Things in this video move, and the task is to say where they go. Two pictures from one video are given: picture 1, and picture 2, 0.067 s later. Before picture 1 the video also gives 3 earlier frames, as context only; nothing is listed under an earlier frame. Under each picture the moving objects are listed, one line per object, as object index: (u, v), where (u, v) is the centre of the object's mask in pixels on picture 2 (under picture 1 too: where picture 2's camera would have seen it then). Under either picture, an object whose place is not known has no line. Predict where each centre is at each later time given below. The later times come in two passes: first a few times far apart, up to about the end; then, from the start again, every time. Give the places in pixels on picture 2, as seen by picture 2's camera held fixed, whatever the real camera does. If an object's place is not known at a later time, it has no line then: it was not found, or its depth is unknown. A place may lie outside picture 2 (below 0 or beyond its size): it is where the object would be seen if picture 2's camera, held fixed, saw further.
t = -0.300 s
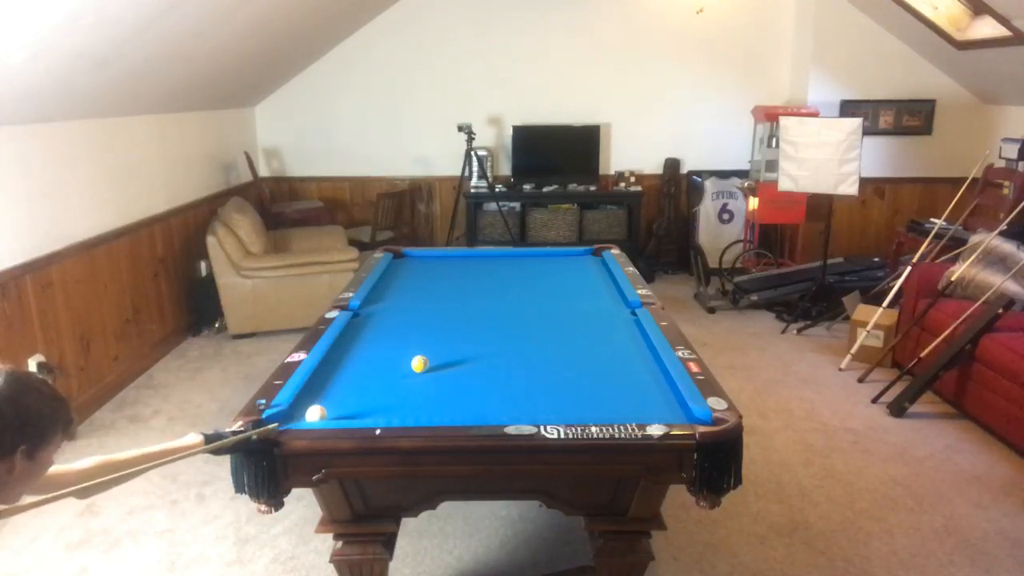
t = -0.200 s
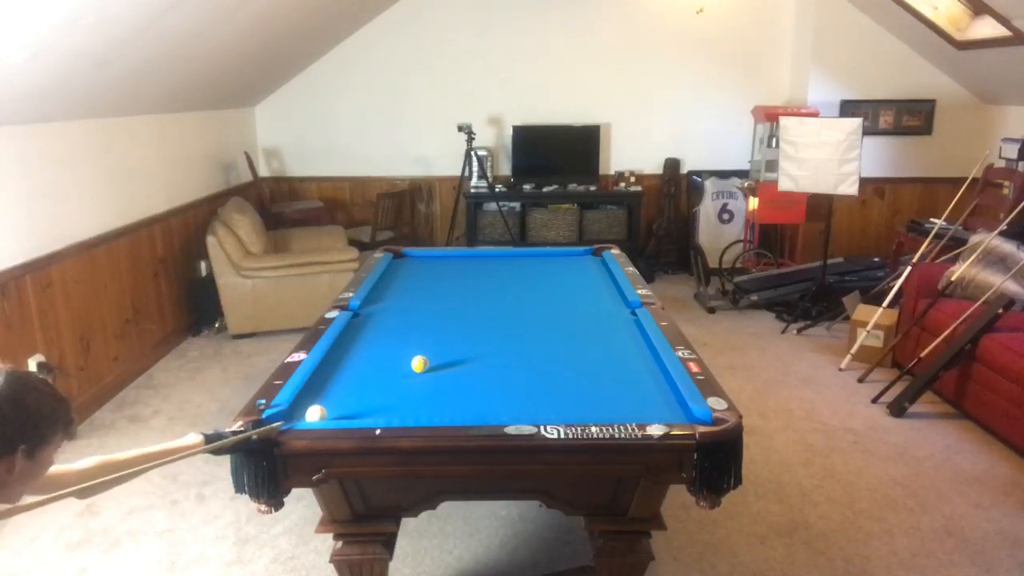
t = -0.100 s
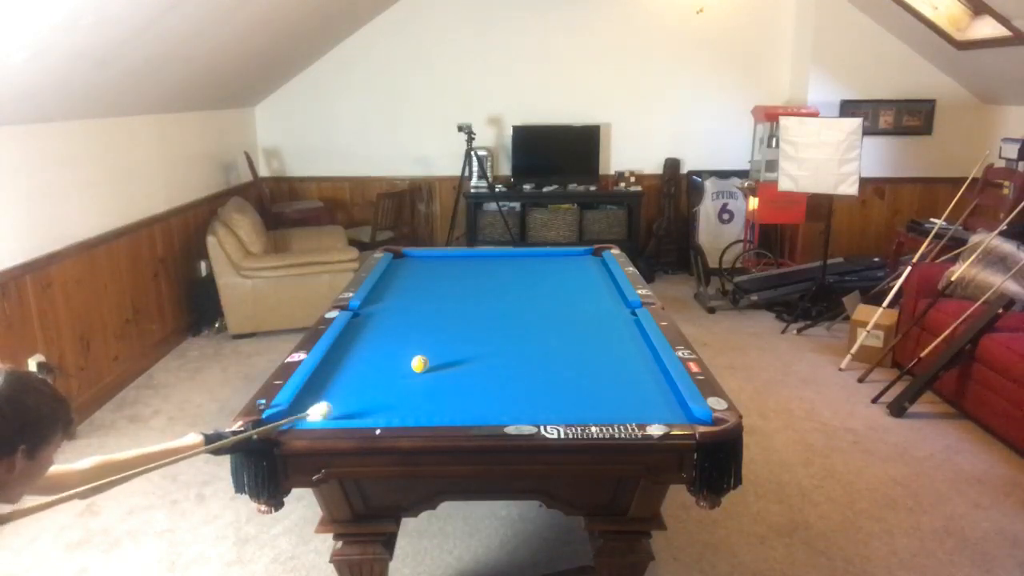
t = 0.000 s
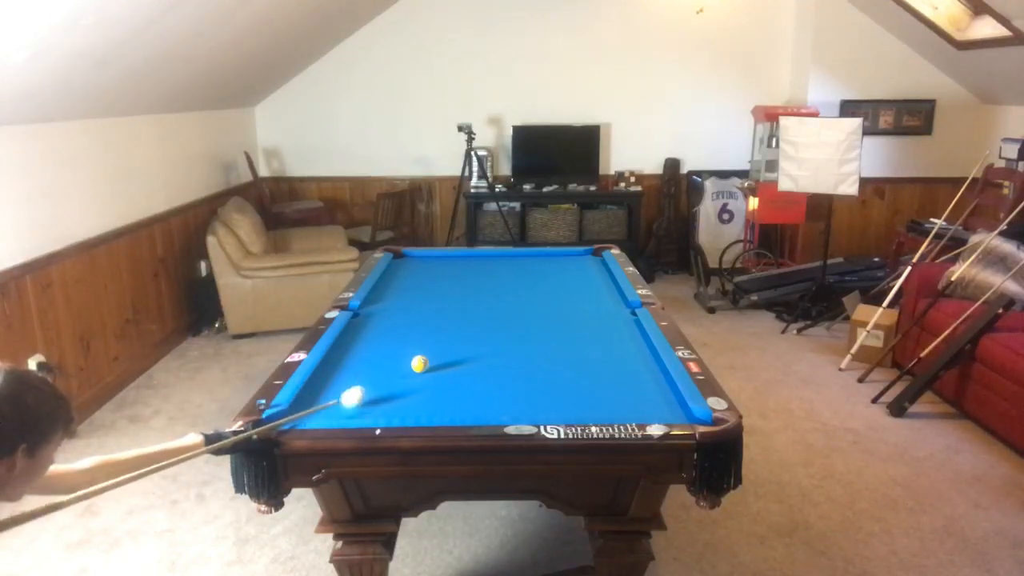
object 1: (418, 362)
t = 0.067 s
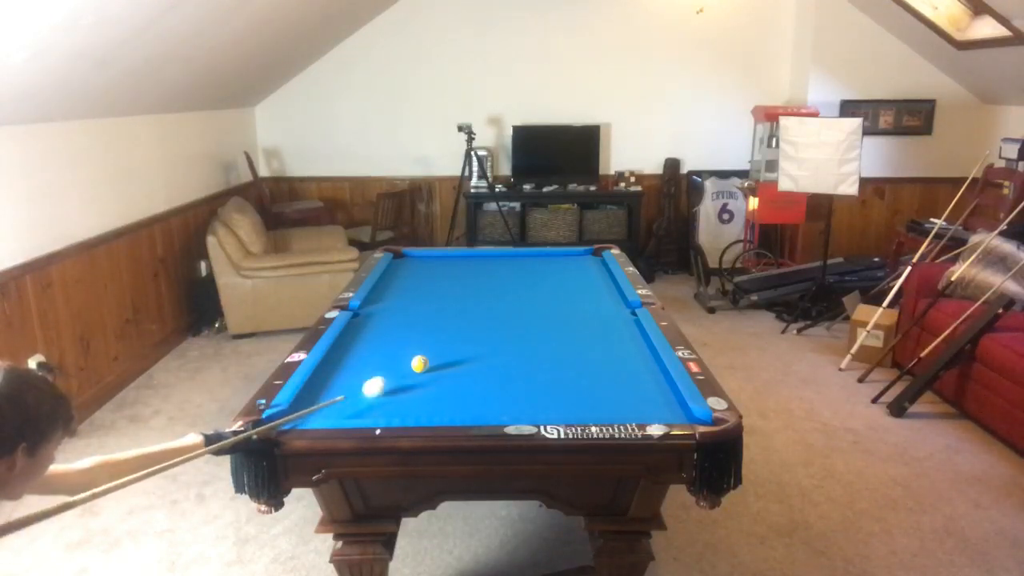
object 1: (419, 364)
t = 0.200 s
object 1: (418, 359)
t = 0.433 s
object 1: (453, 342)
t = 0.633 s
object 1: (473, 328)
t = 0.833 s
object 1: (492, 316)
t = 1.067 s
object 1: (505, 304)
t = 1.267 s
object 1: (523, 294)
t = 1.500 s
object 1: (534, 286)
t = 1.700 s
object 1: (549, 278)
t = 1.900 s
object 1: (560, 271)
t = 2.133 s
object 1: (569, 265)
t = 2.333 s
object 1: (579, 260)
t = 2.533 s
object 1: (583, 254)
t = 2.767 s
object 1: (591, 250)
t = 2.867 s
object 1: (597, 253)
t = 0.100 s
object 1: (420, 364)
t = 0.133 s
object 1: (419, 363)
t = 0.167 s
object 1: (415, 360)
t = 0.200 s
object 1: (418, 359)
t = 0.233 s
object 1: (426, 360)
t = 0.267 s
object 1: (431, 354)
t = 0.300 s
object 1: (436, 354)
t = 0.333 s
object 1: (441, 348)
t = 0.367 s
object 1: (442, 345)
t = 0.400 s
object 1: (450, 343)
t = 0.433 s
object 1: (453, 342)
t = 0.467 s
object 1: (456, 337)
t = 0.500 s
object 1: (455, 337)
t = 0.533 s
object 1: (460, 332)
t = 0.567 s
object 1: (466, 331)
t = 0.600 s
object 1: (466, 329)
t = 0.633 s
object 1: (473, 328)
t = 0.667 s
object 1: (473, 323)
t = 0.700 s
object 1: (479, 323)
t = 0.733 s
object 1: (477, 321)
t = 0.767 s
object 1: (485, 319)
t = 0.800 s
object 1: (484, 316)
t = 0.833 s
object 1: (492, 316)
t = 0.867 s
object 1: (490, 313)
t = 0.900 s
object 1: (497, 313)
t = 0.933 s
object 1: (495, 309)
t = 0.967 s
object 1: (503, 309)
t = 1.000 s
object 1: (506, 307)
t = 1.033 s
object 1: (509, 305)
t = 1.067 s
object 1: (505, 304)
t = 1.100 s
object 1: (512, 302)
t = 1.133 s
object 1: (509, 300)
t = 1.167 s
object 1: (516, 297)
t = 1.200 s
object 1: (513, 297)
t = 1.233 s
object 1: (517, 295)
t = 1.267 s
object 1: (523, 294)
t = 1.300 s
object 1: (525, 292)
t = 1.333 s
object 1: (529, 291)
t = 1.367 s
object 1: (526, 290)
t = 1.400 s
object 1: (528, 290)
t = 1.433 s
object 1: (534, 287)
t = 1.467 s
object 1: (536, 286)
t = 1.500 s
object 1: (534, 286)
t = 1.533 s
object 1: (536, 284)
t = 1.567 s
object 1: (538, 282)
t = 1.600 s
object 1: (544, 282)
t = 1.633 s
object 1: (541, 280)
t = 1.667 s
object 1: (548, 279)
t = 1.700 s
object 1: (549, 278)
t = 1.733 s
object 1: (547, 276)
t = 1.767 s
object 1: (549, 277)
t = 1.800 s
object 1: (550, 275)
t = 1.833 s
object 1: (552, 275)
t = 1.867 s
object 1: (553, 274)
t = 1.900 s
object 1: (560, 271)
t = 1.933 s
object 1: (557, 270)
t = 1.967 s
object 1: (562, 270)
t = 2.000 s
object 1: (560, 269)
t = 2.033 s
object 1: (565, 269)
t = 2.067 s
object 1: (564, 267)
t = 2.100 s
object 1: (564, 265)
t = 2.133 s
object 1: (569, 265)
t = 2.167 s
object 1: (567, 263)
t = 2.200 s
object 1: (571, 263)
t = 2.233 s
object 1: (570, 262)
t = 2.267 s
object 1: (572, 263)
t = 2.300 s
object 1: (574, 259)
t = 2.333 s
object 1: (579, 260)
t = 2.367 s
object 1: (577, 258)
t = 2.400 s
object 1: (581, 258)
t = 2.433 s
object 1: (579, 256)
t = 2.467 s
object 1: (582, 257)
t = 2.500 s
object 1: (581, 256)
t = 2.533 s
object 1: (583, 254)
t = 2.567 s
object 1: (587, 254)
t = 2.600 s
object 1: (586, 252)
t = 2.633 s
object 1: (586, 251)
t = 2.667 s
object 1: (589, 250)
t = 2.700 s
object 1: (589, 250)
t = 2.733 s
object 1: (593, 251)
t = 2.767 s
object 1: (591, 250)
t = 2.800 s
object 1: (596, 249)
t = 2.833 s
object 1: (592, 250)
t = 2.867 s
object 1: (597, 253)
